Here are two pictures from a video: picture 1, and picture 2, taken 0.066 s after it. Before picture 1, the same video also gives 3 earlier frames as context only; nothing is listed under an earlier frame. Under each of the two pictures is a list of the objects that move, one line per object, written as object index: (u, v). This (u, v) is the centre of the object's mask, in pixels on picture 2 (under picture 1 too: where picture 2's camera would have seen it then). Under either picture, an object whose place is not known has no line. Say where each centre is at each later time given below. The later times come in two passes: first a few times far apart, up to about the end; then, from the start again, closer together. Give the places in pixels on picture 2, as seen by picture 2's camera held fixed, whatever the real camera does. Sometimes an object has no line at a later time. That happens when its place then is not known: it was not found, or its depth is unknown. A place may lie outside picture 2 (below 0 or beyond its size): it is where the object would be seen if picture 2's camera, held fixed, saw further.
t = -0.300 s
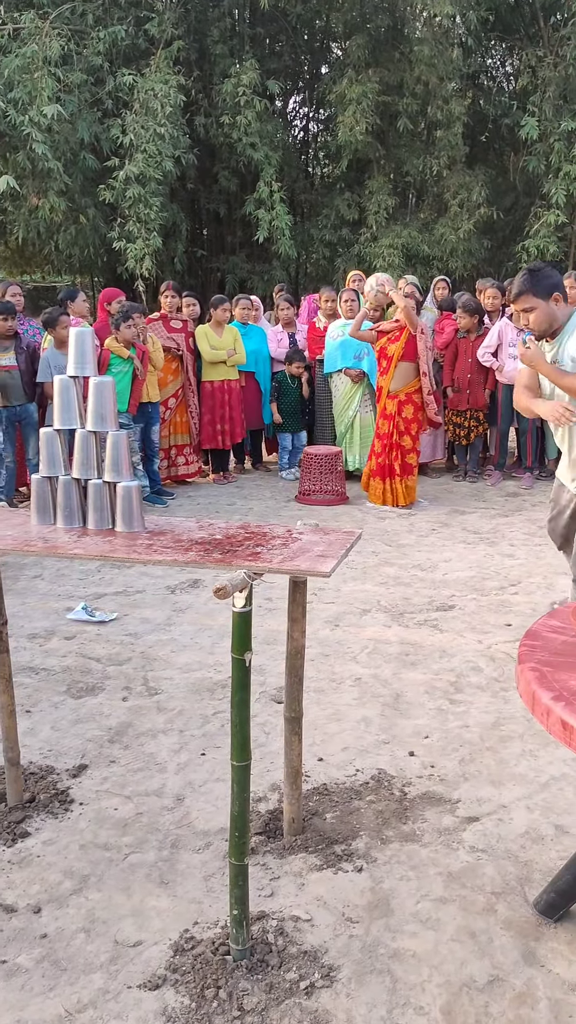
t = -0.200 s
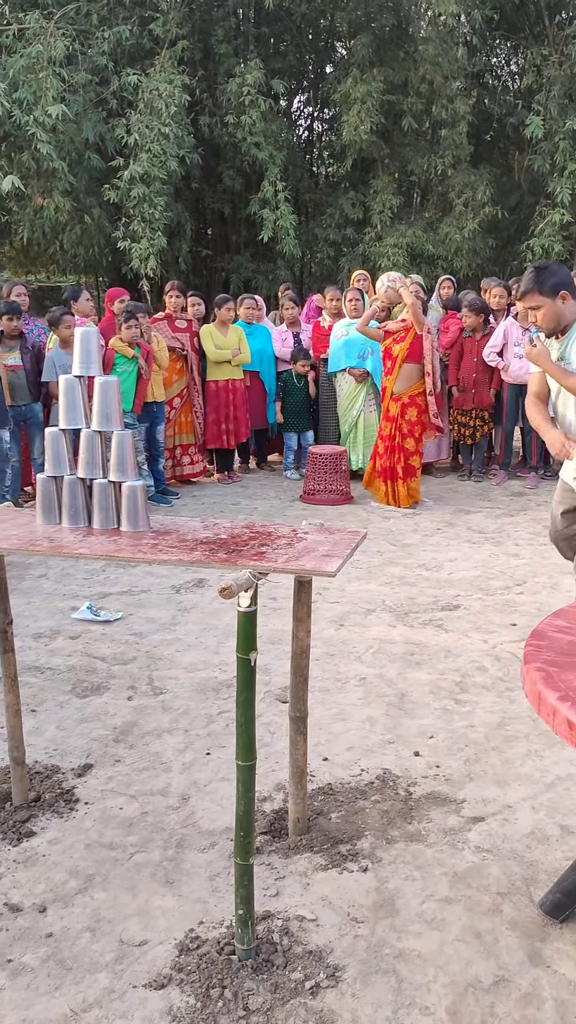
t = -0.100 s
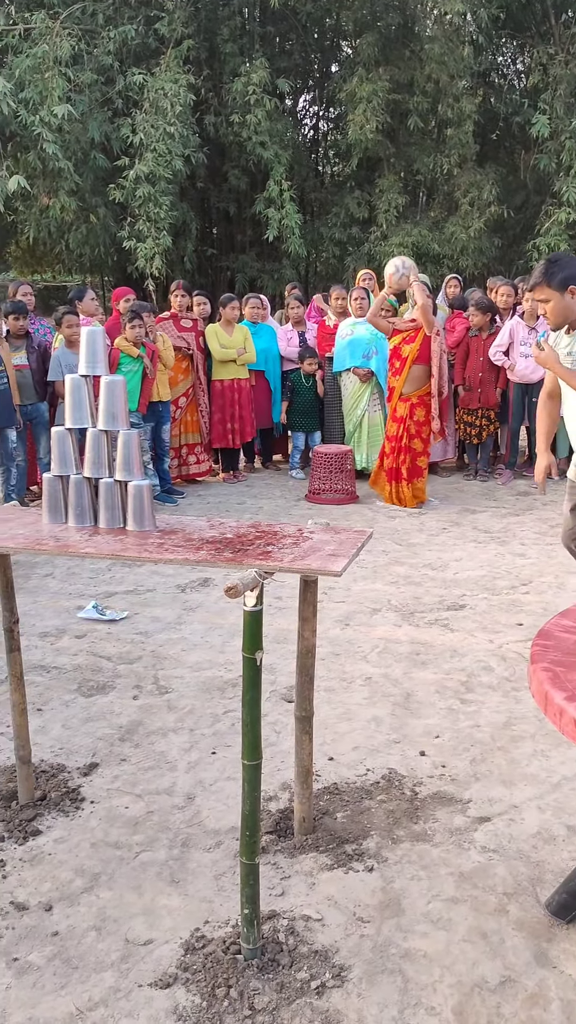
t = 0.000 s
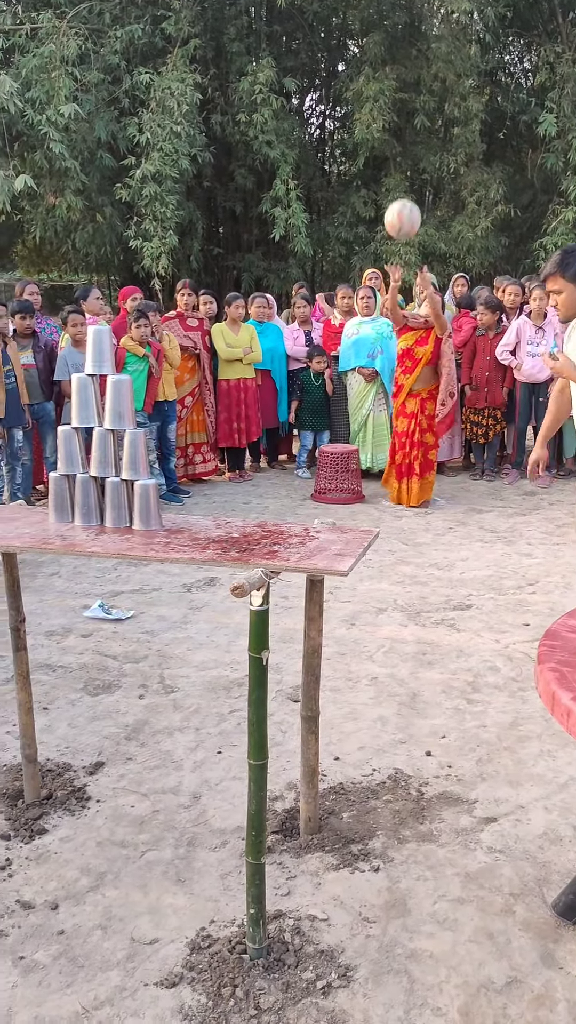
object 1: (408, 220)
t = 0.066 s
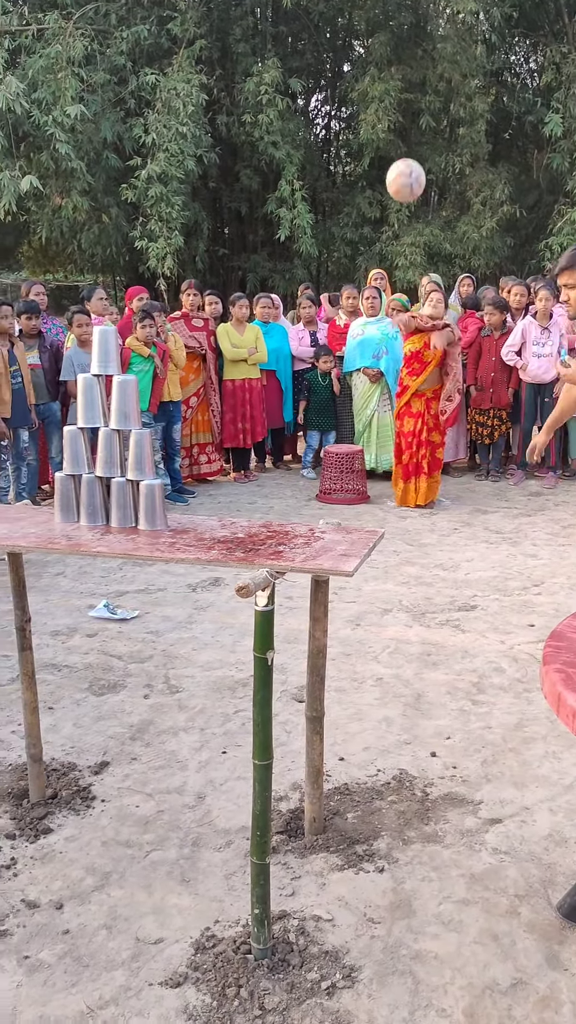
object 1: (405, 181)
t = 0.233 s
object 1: (399, 92)
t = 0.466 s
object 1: (382, 30)
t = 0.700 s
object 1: (346, 179)
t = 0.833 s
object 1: (287, 542)
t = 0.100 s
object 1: (404, 162)
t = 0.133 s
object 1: (403, 143)
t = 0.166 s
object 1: (402, 125)
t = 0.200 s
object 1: (400, 108)
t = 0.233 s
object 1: (399, 92)
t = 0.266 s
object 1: (397, 77)
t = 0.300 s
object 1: (395, 64)
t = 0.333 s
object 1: (393, 53)
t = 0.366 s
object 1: (391, 43)
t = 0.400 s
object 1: (388, 36)
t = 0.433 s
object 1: (385, 31)
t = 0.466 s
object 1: (382, 30)
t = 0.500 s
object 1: (379, 33)
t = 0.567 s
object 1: (371, 52)
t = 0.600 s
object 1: (366, 71)
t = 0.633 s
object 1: (360, 97)
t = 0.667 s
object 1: (354, 133)
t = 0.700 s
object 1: (346, 179)
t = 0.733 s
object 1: (335, 238)
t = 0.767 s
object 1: (320, 318)
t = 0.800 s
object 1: (306, 422)
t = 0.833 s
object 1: (287, 542)
